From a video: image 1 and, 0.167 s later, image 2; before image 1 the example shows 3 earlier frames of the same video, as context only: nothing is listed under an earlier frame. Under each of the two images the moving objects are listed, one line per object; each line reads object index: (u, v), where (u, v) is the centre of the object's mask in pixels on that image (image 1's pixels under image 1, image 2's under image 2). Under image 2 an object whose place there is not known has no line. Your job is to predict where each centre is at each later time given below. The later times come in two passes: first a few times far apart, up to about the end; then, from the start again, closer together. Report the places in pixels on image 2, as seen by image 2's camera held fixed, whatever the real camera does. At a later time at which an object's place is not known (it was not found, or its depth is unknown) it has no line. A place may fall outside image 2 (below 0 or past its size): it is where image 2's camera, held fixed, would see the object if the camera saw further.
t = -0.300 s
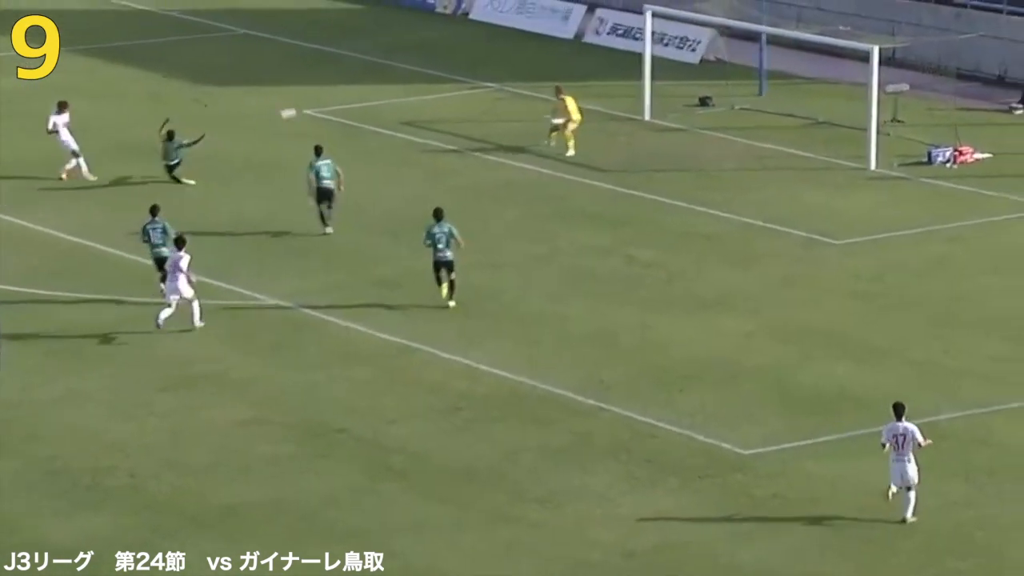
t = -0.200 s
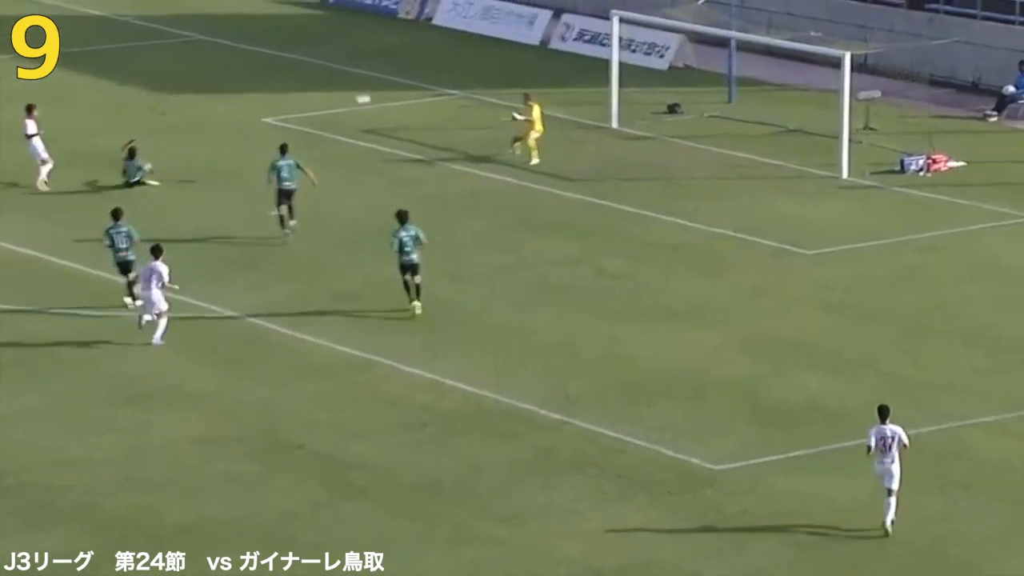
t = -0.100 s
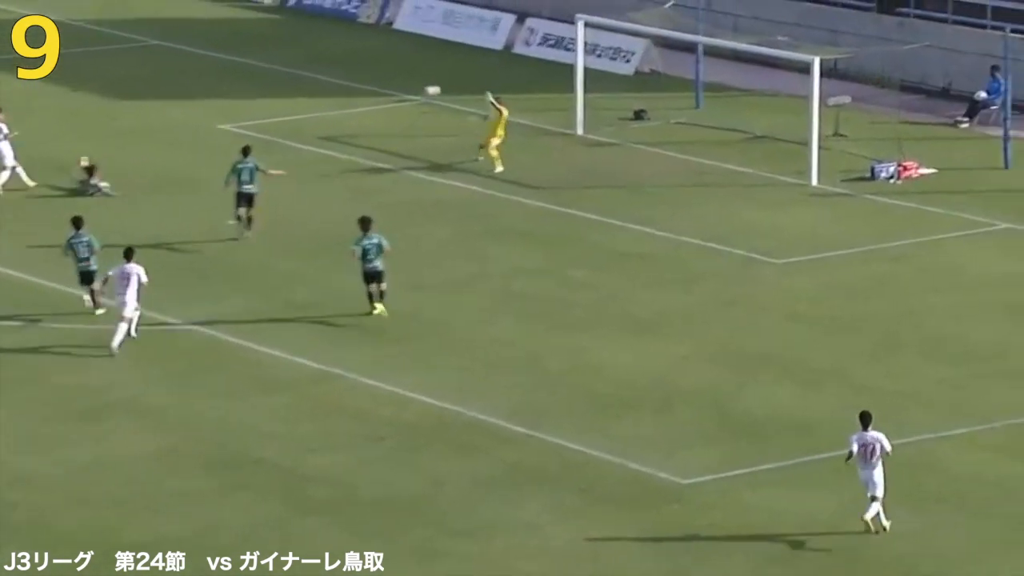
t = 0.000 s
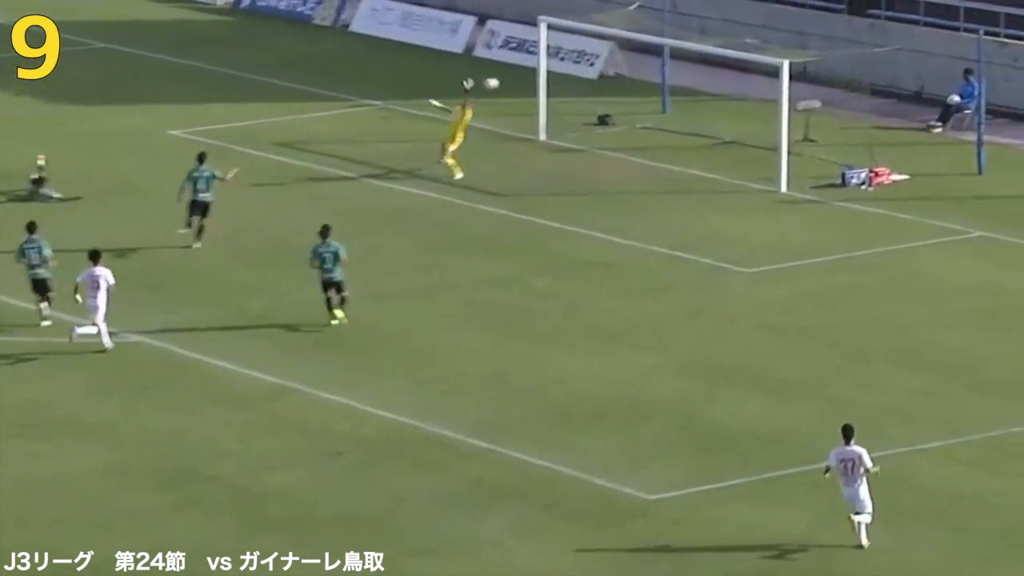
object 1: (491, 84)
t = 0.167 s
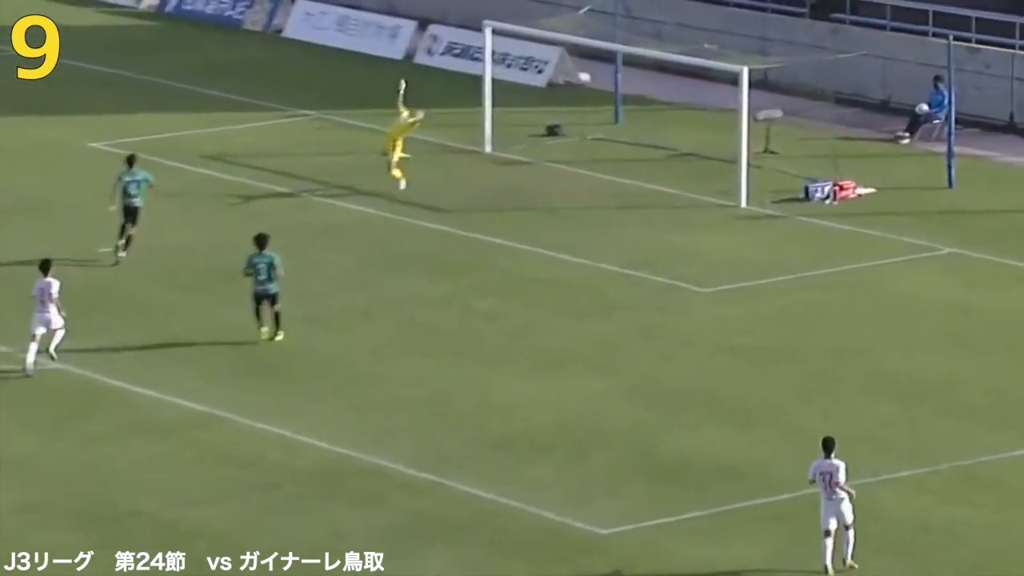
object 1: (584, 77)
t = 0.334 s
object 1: (723, 78)
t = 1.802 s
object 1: (700, 184)
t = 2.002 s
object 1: (674, 184)
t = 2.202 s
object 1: (648, 183)
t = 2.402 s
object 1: (626, 182)
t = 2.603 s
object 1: (605, 181)
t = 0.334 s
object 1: (723, 78)
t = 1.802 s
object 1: (700, 184)
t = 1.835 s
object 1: (696, 184)
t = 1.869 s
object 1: (690, 184)
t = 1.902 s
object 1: (686, 184)
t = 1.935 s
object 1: (681, 184)
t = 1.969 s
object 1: (678, 184)
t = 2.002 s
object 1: (674, 184)
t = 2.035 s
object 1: (669, 184)
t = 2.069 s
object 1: (664, 183)
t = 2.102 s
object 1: (660, 183)
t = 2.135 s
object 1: (656, 183)
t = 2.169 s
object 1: (652, 183)
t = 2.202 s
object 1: (648, 183)
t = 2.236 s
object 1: (645, 182)
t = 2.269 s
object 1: (642, 182)
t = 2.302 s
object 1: (638, 182)
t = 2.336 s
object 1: (634, 182)
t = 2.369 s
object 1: (629, 182)
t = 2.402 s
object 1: (626, 182)
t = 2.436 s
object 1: (623, 182)
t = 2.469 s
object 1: (619, 181)
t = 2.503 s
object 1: (616, 181)
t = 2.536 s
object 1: (612, 182)
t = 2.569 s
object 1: (609, 181)
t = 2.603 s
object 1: (605, 181)
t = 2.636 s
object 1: (602, 181)
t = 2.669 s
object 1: (600, 181)
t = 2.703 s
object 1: (595, 182)
